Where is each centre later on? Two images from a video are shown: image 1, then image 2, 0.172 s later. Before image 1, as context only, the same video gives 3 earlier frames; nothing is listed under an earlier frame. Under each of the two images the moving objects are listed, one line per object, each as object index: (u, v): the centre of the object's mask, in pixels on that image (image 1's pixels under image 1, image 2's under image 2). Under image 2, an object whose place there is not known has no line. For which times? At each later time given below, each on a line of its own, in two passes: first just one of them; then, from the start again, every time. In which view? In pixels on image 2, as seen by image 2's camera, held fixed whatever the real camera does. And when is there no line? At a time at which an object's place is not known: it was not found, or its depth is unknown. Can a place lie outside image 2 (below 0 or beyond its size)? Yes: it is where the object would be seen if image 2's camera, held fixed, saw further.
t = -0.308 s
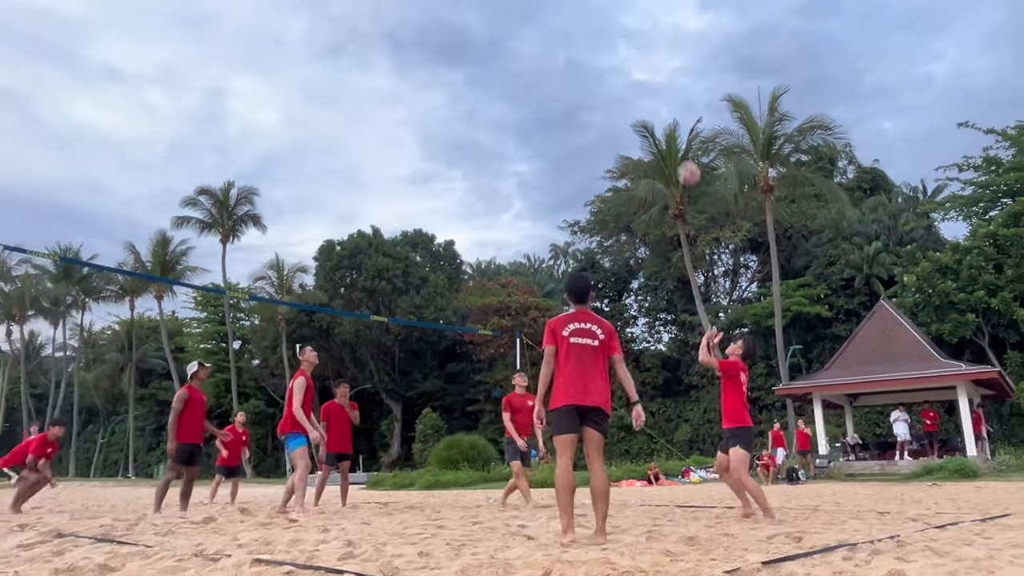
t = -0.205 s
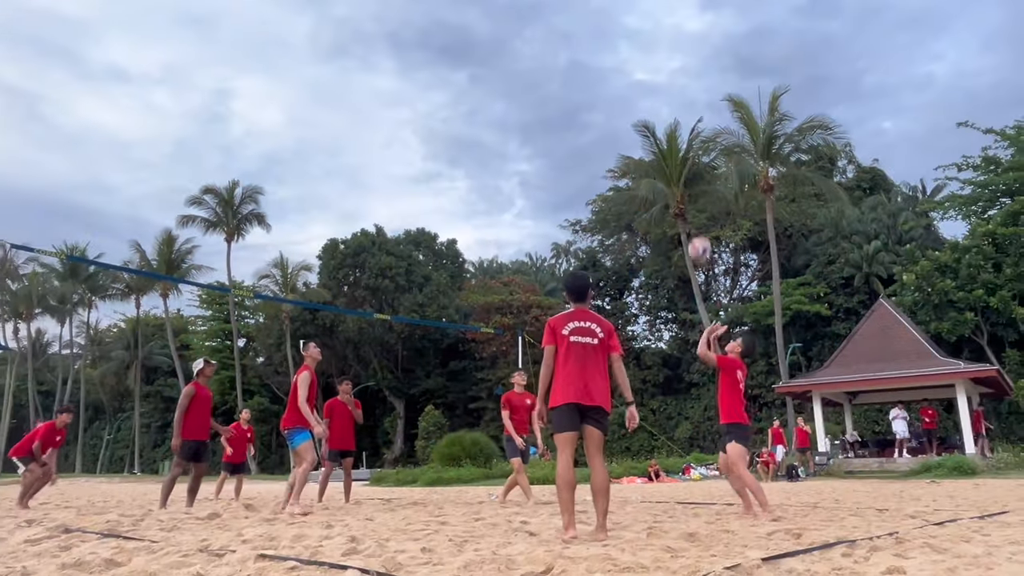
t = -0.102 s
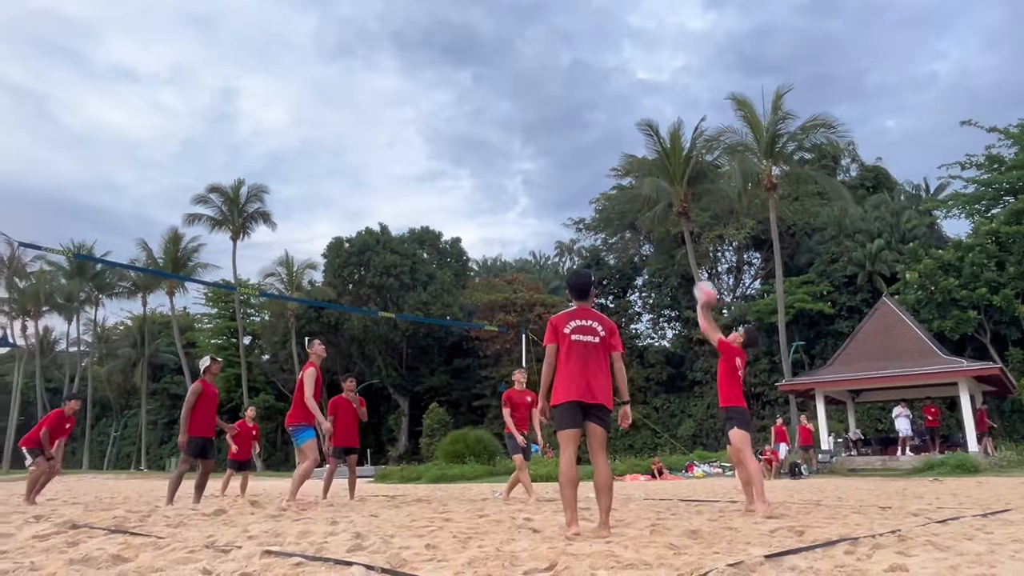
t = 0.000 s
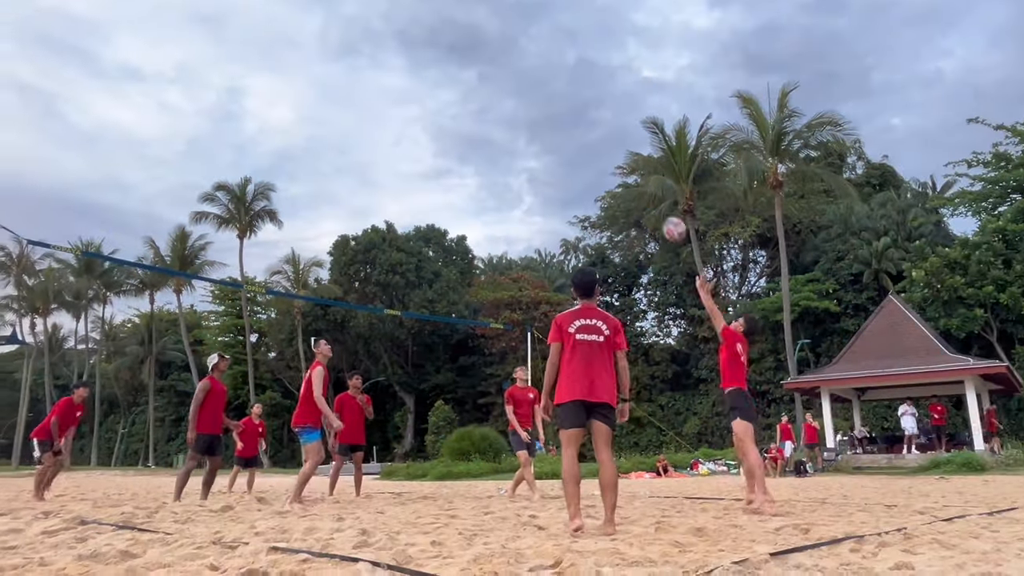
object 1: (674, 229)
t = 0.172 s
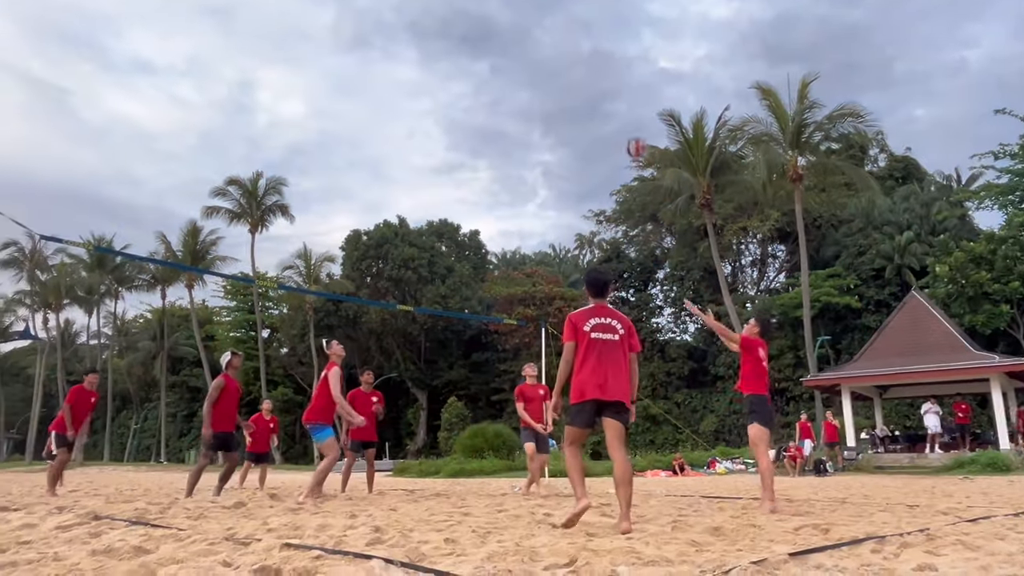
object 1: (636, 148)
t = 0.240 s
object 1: (618, 128)
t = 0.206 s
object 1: (627, 138)
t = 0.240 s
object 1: (618, 128)
